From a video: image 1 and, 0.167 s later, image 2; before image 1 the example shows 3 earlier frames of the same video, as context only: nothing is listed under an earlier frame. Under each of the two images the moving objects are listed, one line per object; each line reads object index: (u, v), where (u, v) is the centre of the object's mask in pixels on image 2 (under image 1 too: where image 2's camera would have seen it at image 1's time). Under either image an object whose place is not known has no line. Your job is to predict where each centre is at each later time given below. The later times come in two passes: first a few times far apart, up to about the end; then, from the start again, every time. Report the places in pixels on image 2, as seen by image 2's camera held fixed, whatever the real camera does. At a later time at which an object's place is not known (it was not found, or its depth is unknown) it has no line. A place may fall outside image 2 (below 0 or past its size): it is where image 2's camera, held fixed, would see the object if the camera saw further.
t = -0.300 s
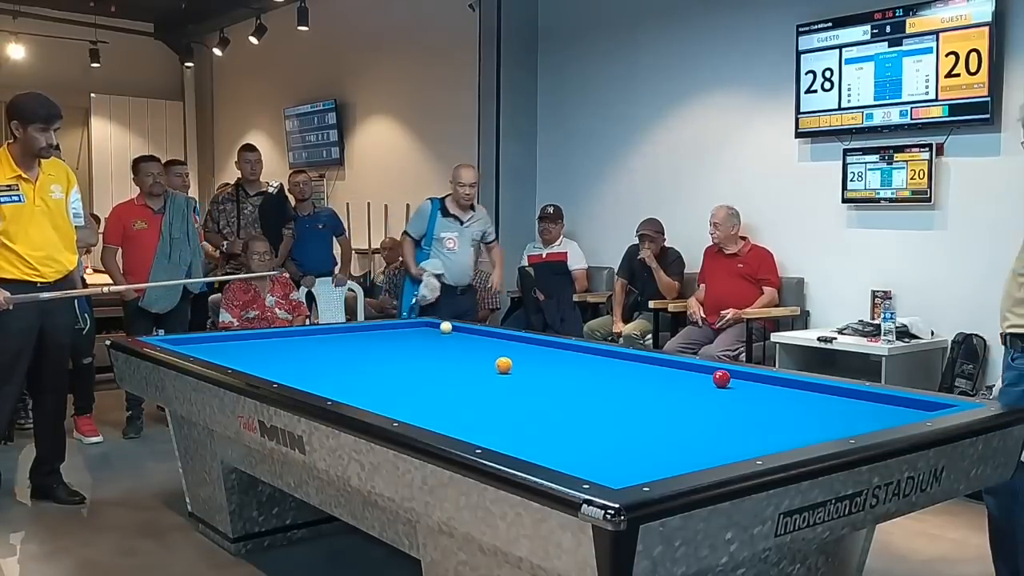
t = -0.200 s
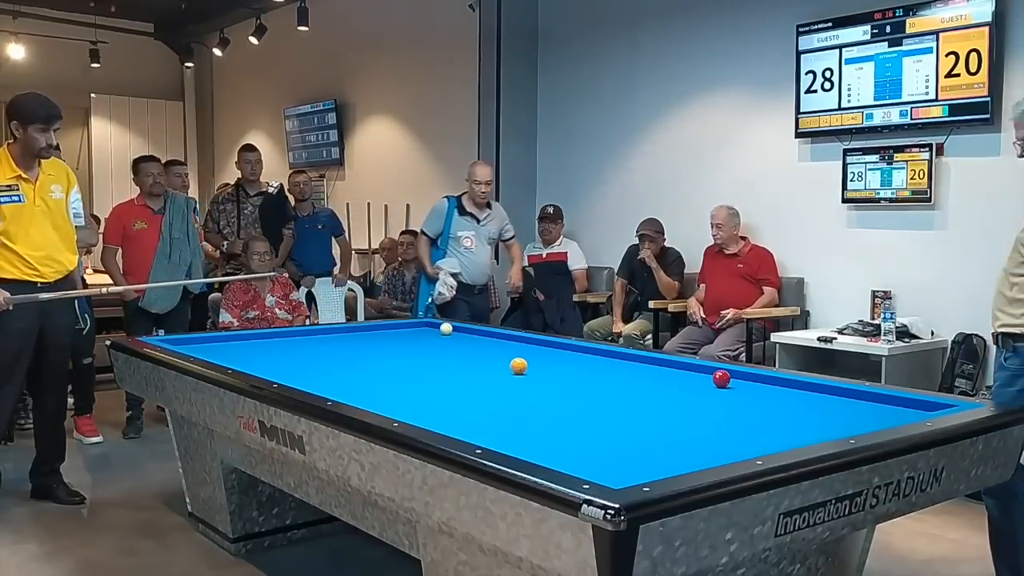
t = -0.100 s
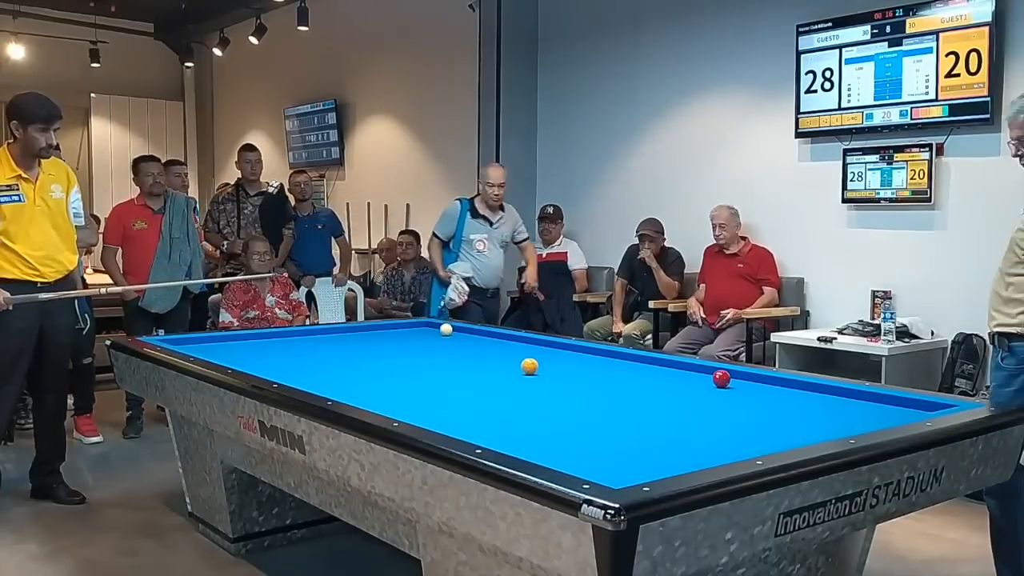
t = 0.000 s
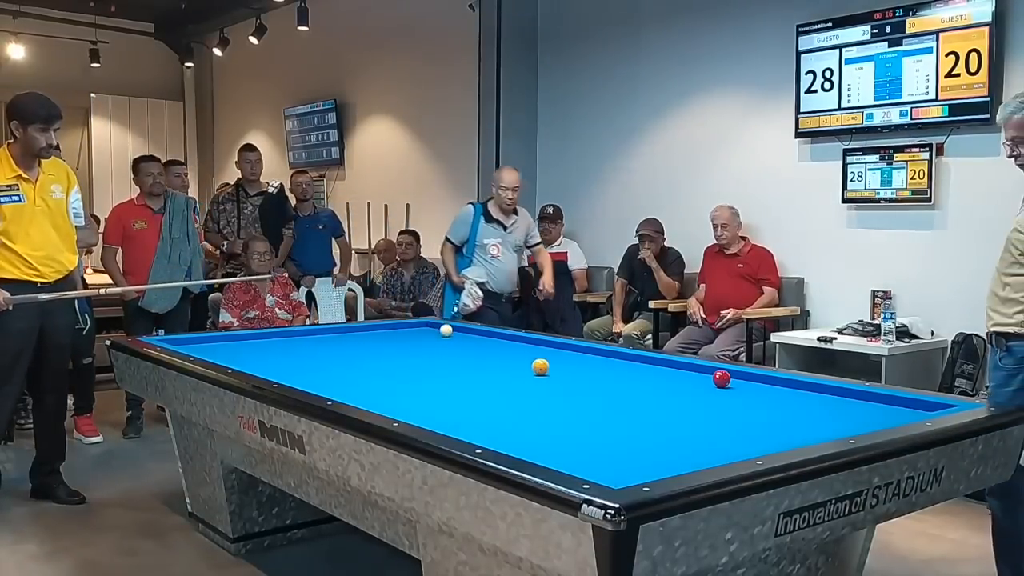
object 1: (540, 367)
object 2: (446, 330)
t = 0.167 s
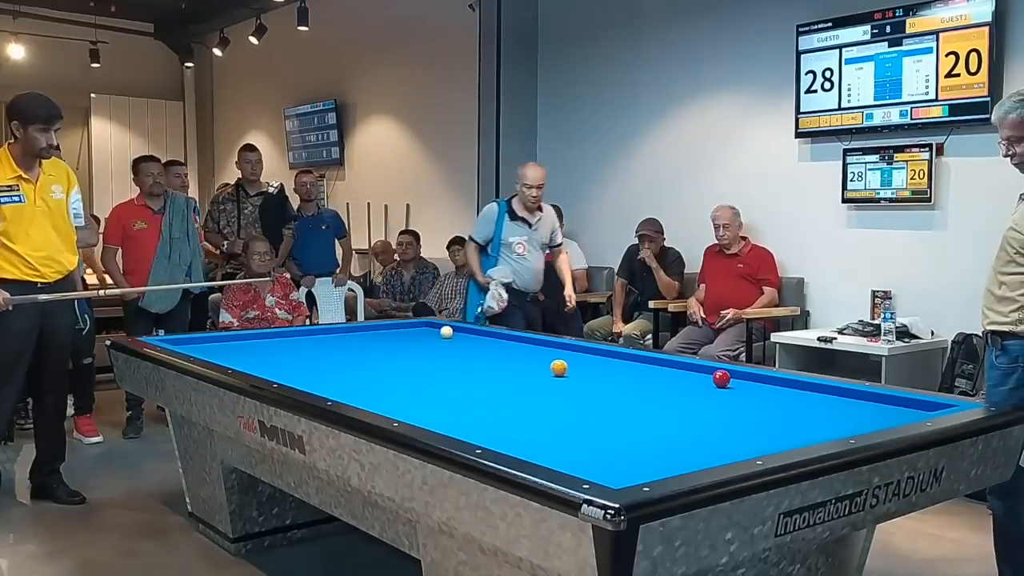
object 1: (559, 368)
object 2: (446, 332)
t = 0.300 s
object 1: (573, 369)
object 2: (446, 333)
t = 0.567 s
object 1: (602, 370)
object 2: (446, 336)
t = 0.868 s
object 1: (633, 372)
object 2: (446, 339)
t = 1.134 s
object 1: (660, 373)
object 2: (446, 341)
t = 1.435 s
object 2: (446, 344)
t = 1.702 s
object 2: (446, 347)
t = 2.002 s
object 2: (446, 349)
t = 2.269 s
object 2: (446, 352)
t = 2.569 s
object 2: (446, 355)
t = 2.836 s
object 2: (445, 358)
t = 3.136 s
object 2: (445, 361)
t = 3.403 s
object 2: (445, 363)
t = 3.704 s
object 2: (445, 366)
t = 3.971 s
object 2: (445, 368)
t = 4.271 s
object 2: (444, 371)
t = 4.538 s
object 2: (444, 373)
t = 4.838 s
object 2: (443, 375)
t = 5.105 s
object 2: (442, 377)
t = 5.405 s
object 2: (442, 379)
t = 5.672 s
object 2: (441, 381)
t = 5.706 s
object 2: (441, 381)
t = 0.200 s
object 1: (562, 368)
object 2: (446, 332)
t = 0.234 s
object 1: (566, 368)
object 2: (446, 333)
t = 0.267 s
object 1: (569, 368)
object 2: (446, 333)
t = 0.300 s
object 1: (573, 369)
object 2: (446, 333)
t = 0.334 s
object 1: (577, 369)
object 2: (446, 333)
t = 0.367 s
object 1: (580, 369)
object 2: (446, 334)
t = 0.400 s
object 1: (584, 369)
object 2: (446, 334)
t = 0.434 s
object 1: (587, 369)
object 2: (446, 335)
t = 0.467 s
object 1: (591, 370)
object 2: (446, 335)
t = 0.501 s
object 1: (595, 370)
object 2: (446, 335)
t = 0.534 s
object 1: (598, 370)
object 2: (446, 335)
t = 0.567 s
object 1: (602, 370)
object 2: (446, 336)
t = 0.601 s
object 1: (605, 370)
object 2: (446, 336)
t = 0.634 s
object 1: (608, 370)
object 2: (446, 336)
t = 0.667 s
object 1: (612, 371)
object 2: (446, 337)
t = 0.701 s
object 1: (616, 371)
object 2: (446, 337)
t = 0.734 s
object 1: (619, 371)
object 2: (446, 337)
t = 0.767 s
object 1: (623, 371)
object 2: (446, 338)
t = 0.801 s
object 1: (626, 372)
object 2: (446, 338)
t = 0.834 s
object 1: (630, 372)
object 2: (446, 338)
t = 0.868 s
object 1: (633, 372)
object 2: (446, 339)
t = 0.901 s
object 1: (636, 372)
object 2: (446, 339)
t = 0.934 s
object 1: (640, 372)
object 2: (446, 339)
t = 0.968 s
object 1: (643, 372)
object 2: (446, 340)
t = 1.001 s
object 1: (647, 372)
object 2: (446, 340)
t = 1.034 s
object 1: (650, 373)
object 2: (446, 340)
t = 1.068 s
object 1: (654, 373)
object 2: (446, 341)
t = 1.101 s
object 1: (657, 373)
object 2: (446, 341)
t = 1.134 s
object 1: (660, 373)
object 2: (446, 341)
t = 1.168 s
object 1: (664, 373)
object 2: (446, 342)
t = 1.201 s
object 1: (667, 374)
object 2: (446, 342)
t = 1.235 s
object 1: (671, 374)
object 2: (446, 342)
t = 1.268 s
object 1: (674, 374)
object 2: (446, 343)
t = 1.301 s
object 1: (677, 374)
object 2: (446, 343)
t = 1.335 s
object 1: (681, 374)
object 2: (446, 343)
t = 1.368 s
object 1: (684, 374)
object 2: (446, 344)
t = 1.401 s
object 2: (446, 344)
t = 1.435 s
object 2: (446, 344)
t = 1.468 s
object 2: (446, 345)
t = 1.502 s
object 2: (446, 345)
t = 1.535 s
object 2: (446, 345)
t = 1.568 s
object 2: (446, 345)
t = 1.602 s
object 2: (446, 346)
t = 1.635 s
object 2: (446, 346)
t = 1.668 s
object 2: (446, 346)
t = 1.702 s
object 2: (446, 347)
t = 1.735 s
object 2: (446, 347)
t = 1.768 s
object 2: (446, 348)
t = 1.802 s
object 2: (446, 348)
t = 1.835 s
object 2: (446, 348)
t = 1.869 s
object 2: (446, 348)
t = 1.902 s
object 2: (446, 348)
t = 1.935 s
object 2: (446, 349)
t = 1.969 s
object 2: (446, 349)
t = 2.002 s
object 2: (446, 349)
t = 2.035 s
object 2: (446, 350)
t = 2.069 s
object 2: (446, 350)
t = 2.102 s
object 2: (446, 350)
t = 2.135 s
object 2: (446, 351)
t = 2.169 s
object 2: (446, 351)
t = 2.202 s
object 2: (446, 351)
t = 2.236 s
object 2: (446, 352)
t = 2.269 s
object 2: (446, 352)
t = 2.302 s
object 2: (446, 352)
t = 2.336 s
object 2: (446, 353)
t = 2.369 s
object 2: (446, 353)
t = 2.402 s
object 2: (446, 353)
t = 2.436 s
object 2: (446, 354)
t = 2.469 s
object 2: (446, 354)
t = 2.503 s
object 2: (446, 354)
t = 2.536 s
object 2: (446, 354)
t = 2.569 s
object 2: (446, 355)
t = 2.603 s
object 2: (446, 355)
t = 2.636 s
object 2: (446, 355)
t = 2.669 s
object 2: (446, 356)
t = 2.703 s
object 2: (446, 356)
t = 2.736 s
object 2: (446, 356)
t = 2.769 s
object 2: (446, 357)
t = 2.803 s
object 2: (445, 357)
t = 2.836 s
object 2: (445, 358)
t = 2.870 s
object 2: (446, 358)
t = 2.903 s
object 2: (445, 358)
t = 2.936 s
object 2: (445, 359)
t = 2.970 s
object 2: (445, 359)
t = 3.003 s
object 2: (445, 359)
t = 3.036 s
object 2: (445, 359)
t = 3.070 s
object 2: (445, 360)
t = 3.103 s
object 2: (445, 360)
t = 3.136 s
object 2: (445, 361)
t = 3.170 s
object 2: (445, 361)
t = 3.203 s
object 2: (445, 361)
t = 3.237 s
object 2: (445, 361)
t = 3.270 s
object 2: (445, 362)
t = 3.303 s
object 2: (445, 362)
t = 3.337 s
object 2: (445, 362)
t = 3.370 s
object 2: (445, 363)
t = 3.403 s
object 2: (445, 363)
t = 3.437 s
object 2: (445, 363)
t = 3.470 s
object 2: (445, 363)
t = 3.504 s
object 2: (445, 364)
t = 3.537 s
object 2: (445, 364)
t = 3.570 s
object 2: (445, 364)
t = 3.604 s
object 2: (445, 365)
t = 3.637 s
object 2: (445, 365)
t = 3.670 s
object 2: (445, 365)
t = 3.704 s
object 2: (445, 366)
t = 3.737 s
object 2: (445, 366)
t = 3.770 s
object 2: (445, 366)
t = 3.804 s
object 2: (445, 367)
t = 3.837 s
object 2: (445, 367)
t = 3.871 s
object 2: (445, 367)
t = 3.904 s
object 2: (445, 368)
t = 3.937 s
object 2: (445, 368)
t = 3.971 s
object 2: (445, 368)
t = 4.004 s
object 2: (445, 368)
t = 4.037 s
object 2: (445, 369)
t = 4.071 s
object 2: (445, 369)
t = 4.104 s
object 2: (445, 369)
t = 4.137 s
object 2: (444, 369)
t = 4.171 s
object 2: (444, 370)
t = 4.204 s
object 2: (444, 370)
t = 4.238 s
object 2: (444, 370)
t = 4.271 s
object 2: (444, 371)
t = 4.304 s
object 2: (444, 371)
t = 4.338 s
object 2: (444, 371)
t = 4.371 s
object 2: (444, 371)
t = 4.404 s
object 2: (444, 372)
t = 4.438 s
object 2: (444, 372)
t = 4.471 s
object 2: (444, 372)
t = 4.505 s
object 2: (444, 373)
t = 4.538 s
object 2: (444, 373)
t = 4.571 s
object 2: (444, 373)
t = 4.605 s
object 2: (444, 374)
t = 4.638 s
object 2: (443, 374)
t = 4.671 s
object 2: (443, 374)
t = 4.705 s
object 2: (443, 374)
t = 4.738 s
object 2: (443, 374)
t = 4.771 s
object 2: (443, 375)
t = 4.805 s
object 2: (443, 375)
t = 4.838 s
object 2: (443, 375)
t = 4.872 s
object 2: (443, 376)
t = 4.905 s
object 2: (443, 376)
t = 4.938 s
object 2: (443, 376)
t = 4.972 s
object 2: (443, 376)
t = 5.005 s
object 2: (443, 377)
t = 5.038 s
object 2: (443, 377)
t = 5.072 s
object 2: (443, 377)
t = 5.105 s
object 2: (442, 377)
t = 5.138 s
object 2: (442, 378)
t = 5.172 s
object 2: (442, 378)
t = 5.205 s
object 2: (442, 378)
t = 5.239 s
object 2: (442, 378)
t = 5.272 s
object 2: (442, 378)
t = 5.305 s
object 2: (442, 379)
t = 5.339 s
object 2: (442, 379)
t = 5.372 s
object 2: (442, 379)
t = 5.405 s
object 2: (442, 379)
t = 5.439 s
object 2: (442, 380)
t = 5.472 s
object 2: (442, 380)
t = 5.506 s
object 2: (441, 380)
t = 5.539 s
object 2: (441, 380)
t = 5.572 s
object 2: (441, 381)
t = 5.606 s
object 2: (441, 381)
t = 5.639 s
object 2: (441, 381)
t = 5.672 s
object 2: (441, 381)
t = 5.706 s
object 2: (441, 381)
